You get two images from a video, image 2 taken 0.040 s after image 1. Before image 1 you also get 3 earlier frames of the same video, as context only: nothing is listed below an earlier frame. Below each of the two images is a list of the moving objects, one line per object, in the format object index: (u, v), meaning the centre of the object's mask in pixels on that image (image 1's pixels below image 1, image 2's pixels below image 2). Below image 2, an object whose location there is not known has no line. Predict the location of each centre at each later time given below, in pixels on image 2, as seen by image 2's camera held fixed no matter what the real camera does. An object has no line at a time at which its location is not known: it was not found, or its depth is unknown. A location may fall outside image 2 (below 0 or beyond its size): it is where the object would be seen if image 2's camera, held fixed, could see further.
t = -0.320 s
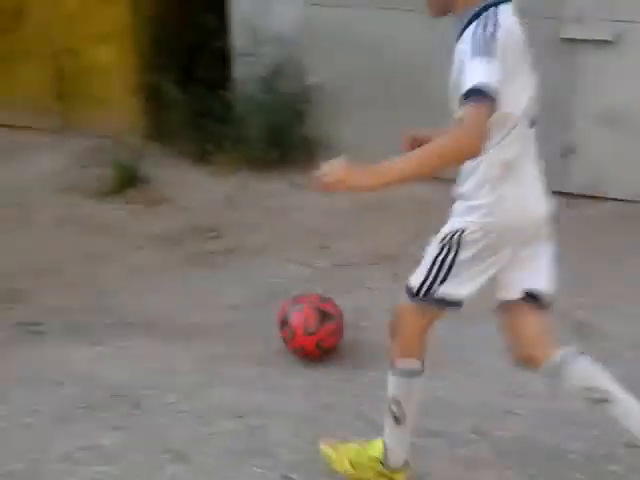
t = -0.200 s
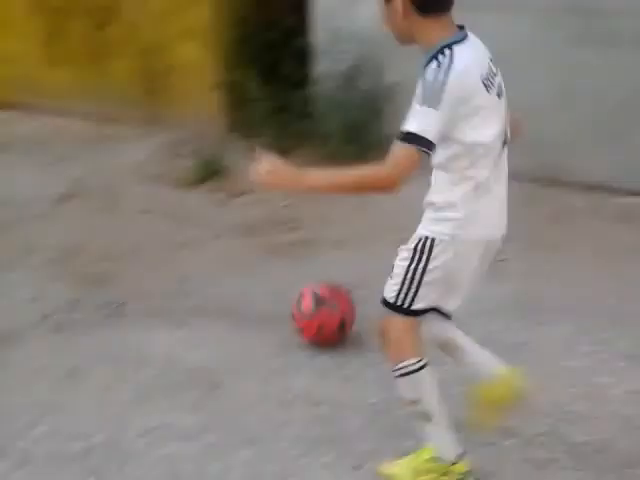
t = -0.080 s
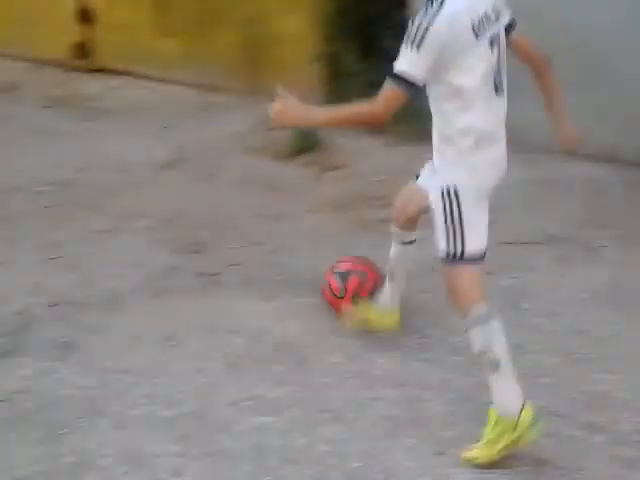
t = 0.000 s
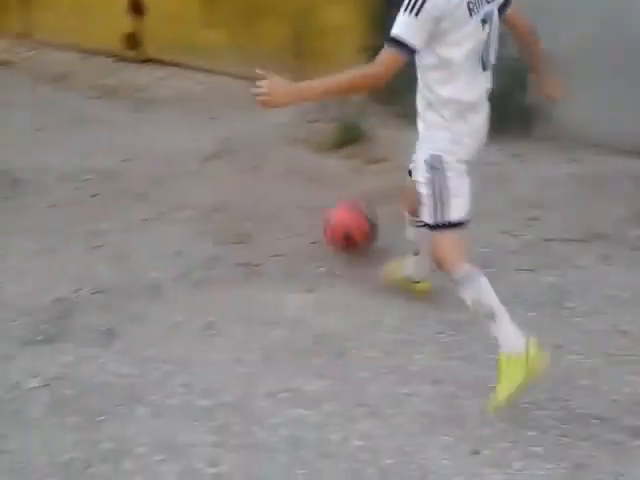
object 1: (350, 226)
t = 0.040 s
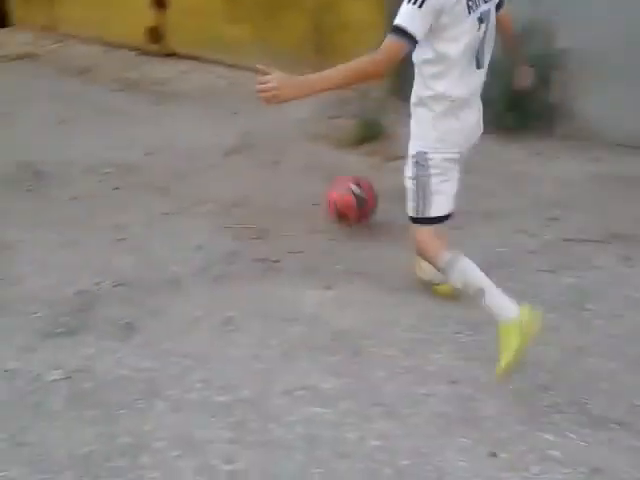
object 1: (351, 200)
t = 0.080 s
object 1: (333, 183)
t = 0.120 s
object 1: (319, 170)
